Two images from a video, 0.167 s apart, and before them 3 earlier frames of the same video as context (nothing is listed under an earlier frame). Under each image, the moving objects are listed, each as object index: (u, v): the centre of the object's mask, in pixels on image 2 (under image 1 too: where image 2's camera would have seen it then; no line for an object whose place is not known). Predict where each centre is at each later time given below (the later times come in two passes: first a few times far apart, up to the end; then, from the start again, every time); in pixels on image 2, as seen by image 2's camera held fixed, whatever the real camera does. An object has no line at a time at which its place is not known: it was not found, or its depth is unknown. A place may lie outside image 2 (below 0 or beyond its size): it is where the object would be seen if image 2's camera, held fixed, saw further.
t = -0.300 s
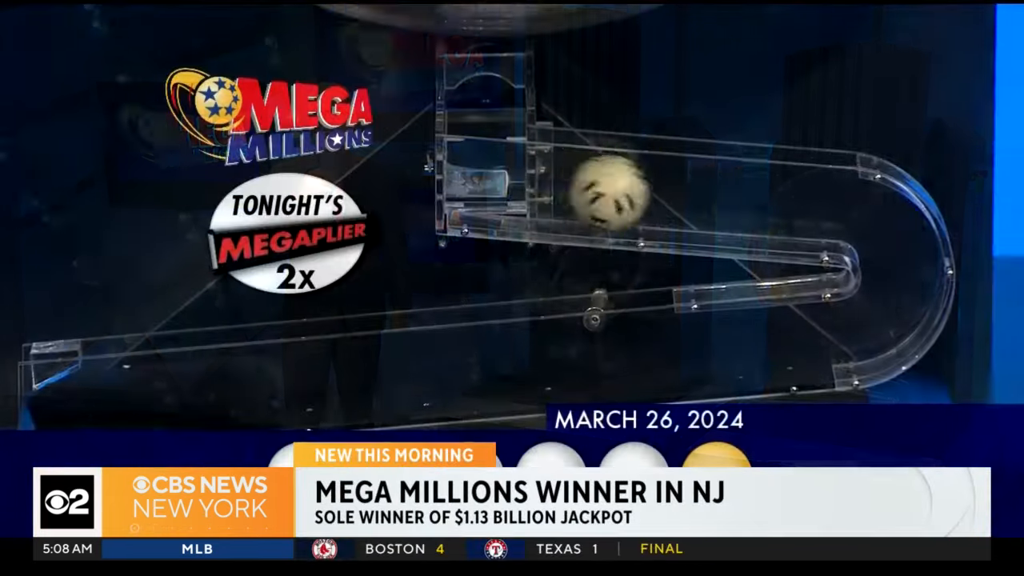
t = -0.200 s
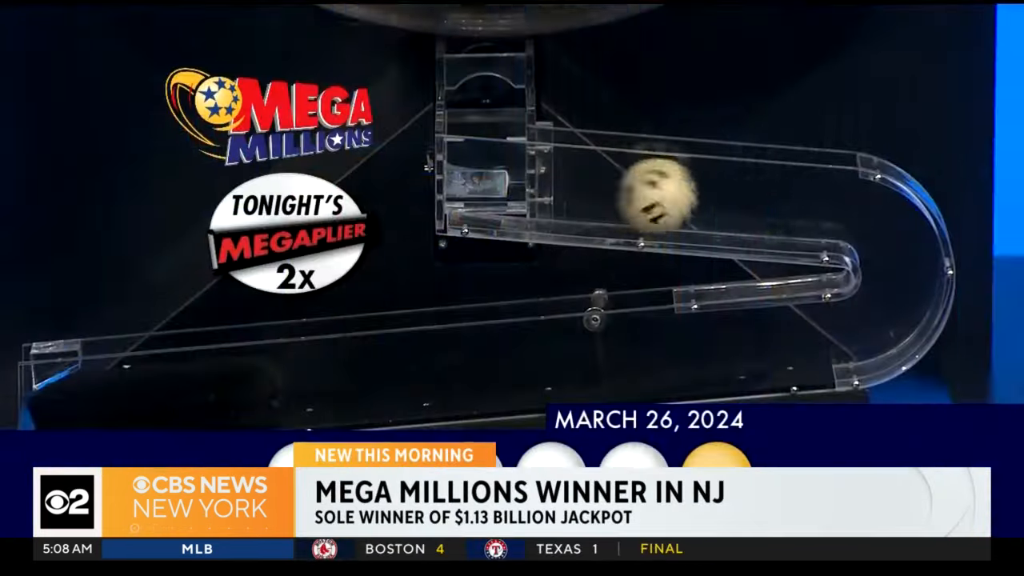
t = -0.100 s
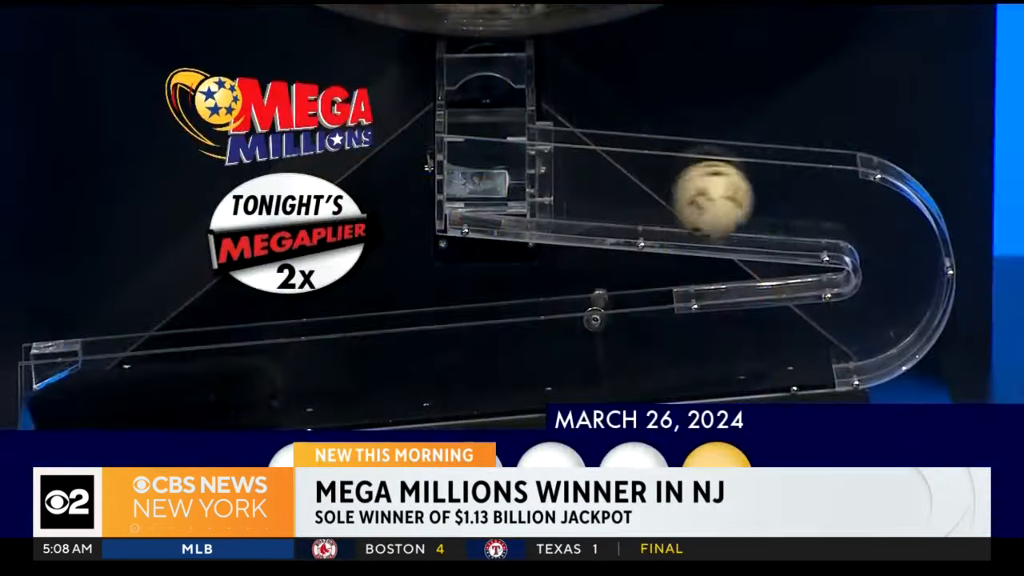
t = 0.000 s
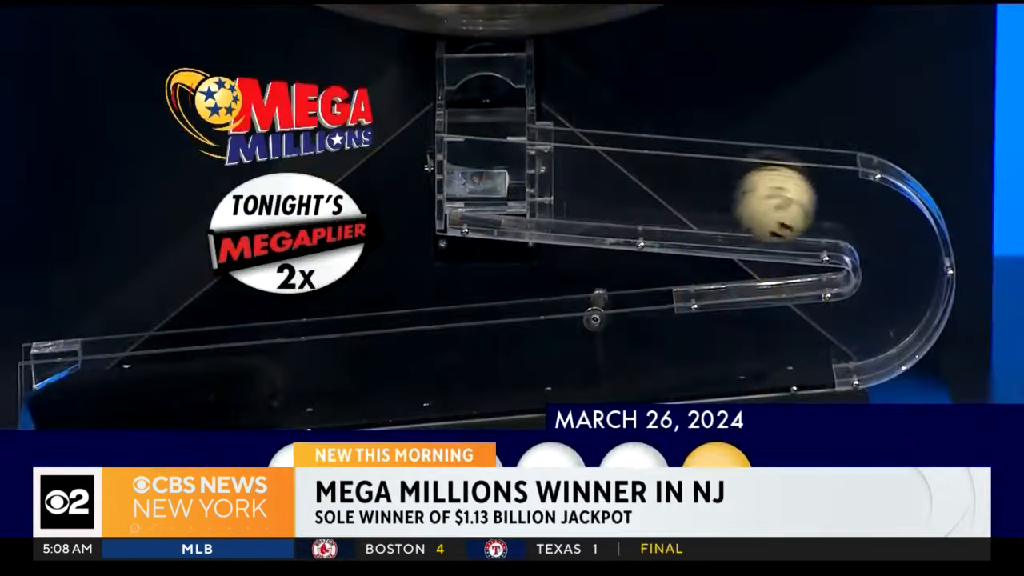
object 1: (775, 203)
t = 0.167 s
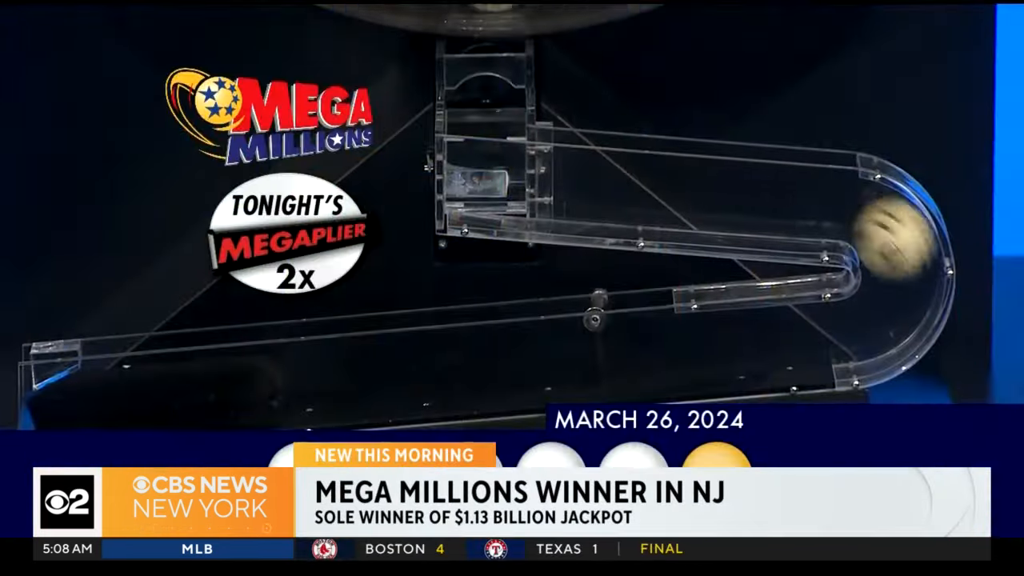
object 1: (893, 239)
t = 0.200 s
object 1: (899, 279)
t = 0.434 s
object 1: (642, 349)
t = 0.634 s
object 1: (404, 371)
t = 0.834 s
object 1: (341, 367)
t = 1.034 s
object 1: (350, 373)
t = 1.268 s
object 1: (315, 379)
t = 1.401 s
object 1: (314, 380)
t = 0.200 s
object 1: (899, 279)
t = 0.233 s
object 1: (874, 320)
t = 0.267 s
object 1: (826, 333)
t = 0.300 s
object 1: (785, 337)
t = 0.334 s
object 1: (749, 340)
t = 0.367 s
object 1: (714, 345)
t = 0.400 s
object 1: (679, 347)
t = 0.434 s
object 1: (642, 349)
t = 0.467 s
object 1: (604, 352)
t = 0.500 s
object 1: (567, 357)
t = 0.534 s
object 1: (527, 360)
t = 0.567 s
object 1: (487, 363)
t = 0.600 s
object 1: (446, 368)
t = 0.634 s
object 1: (404, 371)
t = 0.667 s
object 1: (360, 375)
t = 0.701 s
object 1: (317, 379)
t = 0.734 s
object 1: (316, 368)
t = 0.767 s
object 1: (328, 367)
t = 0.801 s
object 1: (338, 376)
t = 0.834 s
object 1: (341, 367)
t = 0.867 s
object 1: (344, 374)
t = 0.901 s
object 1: (347, 370)
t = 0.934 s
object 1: (350, 372)
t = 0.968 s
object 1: (351, 372)
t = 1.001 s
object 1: (351, 374)
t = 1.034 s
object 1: (350, 373)
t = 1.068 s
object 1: (348, 376)
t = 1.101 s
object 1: (344, 373)
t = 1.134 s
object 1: (341, 376)
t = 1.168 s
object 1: (336, 376)
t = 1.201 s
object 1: (329, 376)
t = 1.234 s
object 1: (323, 378)
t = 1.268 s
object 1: (315, 379)
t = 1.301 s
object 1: (315, 380)
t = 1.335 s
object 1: (314, 380)
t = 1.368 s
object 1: (314, 380)
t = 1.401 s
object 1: (314, 380)
